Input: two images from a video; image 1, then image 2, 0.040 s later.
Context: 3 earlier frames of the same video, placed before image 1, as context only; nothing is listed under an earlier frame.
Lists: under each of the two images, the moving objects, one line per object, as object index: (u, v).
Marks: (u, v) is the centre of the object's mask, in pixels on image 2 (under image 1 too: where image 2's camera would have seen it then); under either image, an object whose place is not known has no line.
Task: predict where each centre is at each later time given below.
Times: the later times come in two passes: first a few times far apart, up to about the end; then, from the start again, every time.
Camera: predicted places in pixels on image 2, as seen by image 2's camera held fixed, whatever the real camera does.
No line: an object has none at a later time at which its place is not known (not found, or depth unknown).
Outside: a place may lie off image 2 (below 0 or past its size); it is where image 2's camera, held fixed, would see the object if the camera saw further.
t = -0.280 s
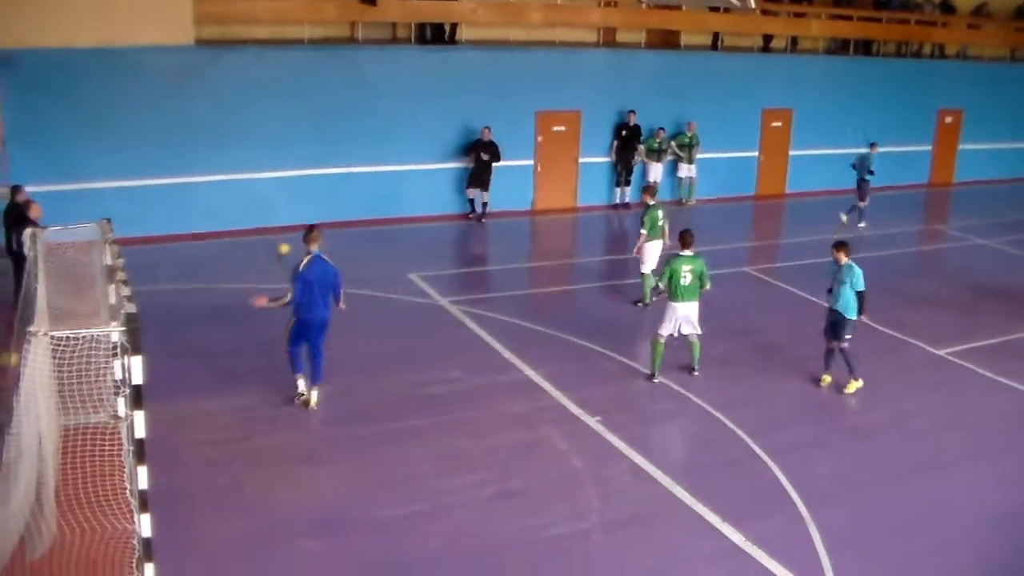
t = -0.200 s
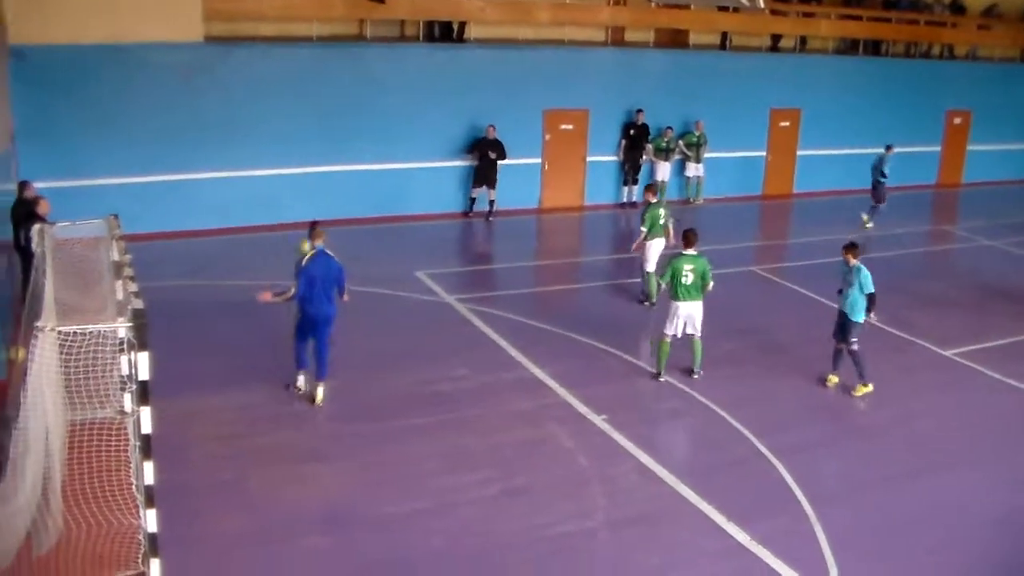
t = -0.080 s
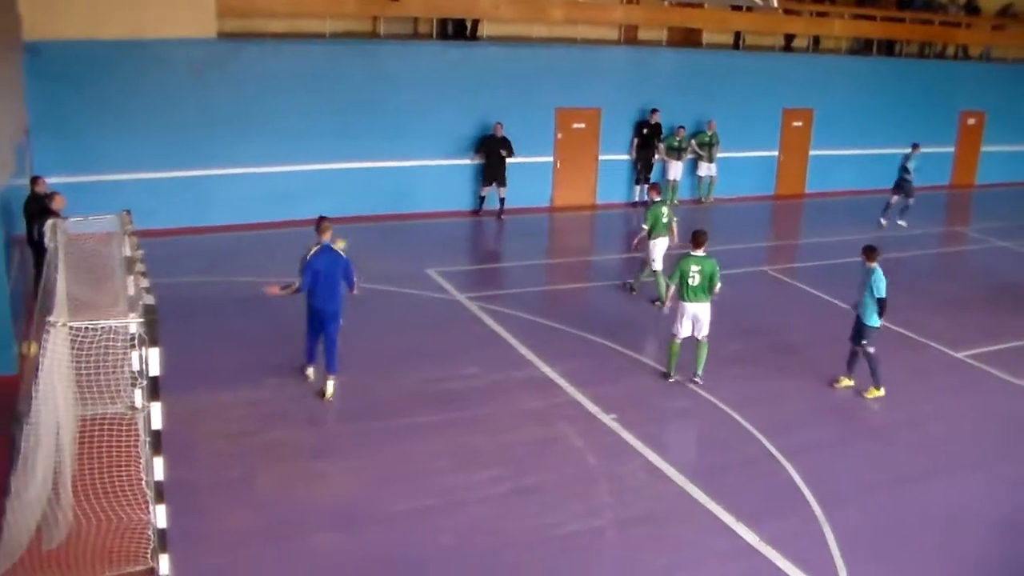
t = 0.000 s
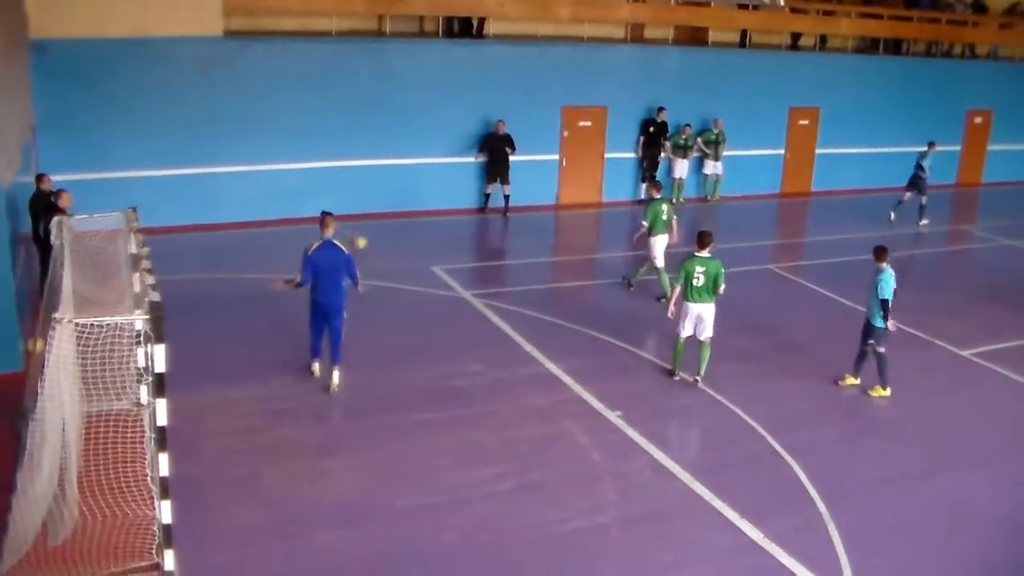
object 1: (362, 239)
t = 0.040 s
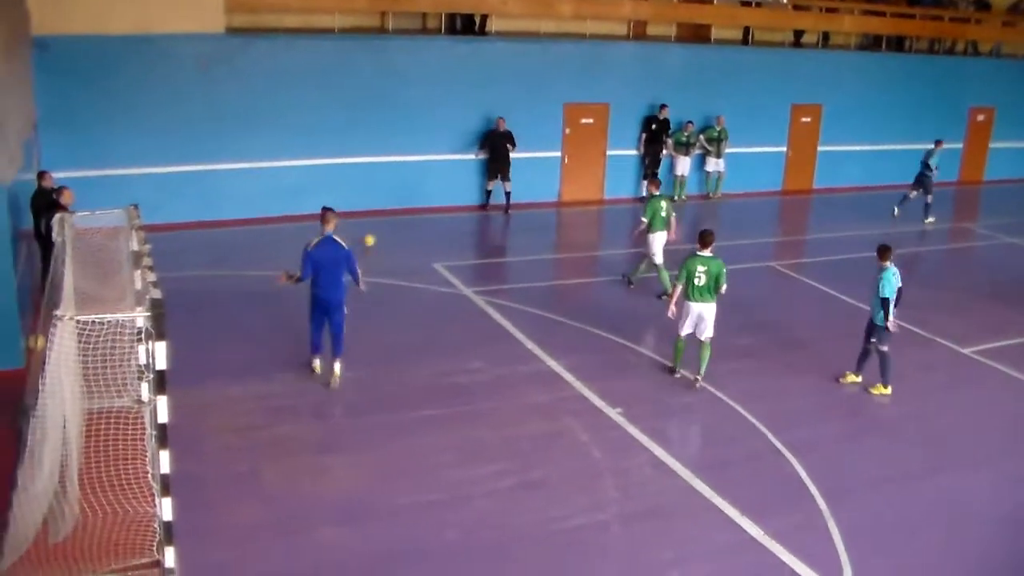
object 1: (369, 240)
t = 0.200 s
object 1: (397, 241)
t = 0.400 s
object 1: (431, 245)
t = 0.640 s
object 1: (476, 248)
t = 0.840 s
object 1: (508, 249)
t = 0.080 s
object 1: (376, 240)
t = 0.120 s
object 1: (383, 241)
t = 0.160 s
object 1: (390, 241)
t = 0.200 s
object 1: (397, 241)
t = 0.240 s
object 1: (404, 242)
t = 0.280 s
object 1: (411, 244)
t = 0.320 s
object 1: (418, 244)
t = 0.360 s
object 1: (425, 245)
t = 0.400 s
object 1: (431, 245)
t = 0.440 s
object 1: (439, 246)
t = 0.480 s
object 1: (445, 247)
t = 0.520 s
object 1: (452, 248)
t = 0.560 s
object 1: (460, 248)
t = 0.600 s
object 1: (469, 248)
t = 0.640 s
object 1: (476, 248)
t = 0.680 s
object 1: (482, 248)
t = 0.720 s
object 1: (489, 248)
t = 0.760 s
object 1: (496, 248)
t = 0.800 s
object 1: (501, 249)
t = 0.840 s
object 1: (508, 249)
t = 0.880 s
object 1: (514, 250)
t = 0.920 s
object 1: (520, 250)
